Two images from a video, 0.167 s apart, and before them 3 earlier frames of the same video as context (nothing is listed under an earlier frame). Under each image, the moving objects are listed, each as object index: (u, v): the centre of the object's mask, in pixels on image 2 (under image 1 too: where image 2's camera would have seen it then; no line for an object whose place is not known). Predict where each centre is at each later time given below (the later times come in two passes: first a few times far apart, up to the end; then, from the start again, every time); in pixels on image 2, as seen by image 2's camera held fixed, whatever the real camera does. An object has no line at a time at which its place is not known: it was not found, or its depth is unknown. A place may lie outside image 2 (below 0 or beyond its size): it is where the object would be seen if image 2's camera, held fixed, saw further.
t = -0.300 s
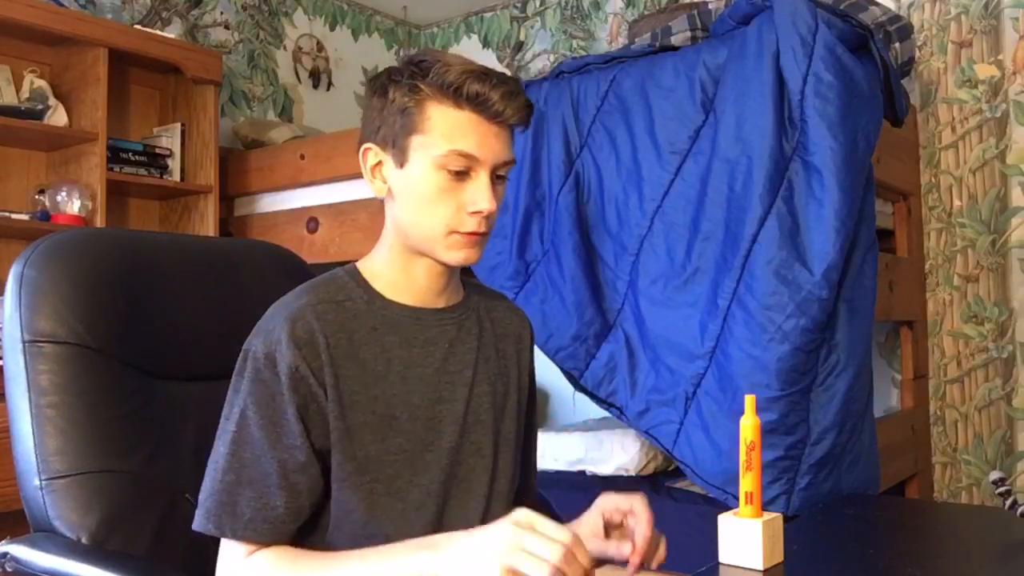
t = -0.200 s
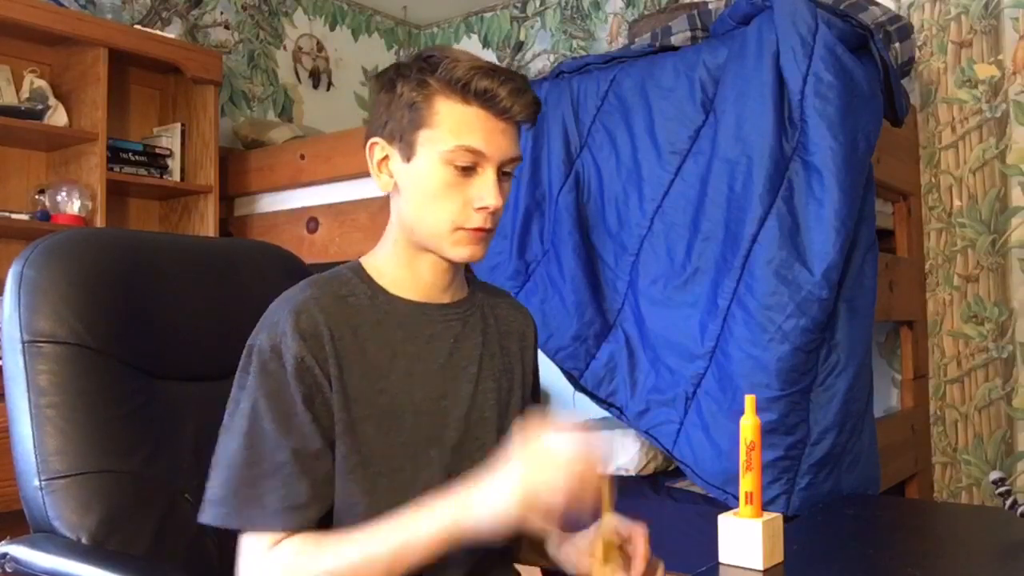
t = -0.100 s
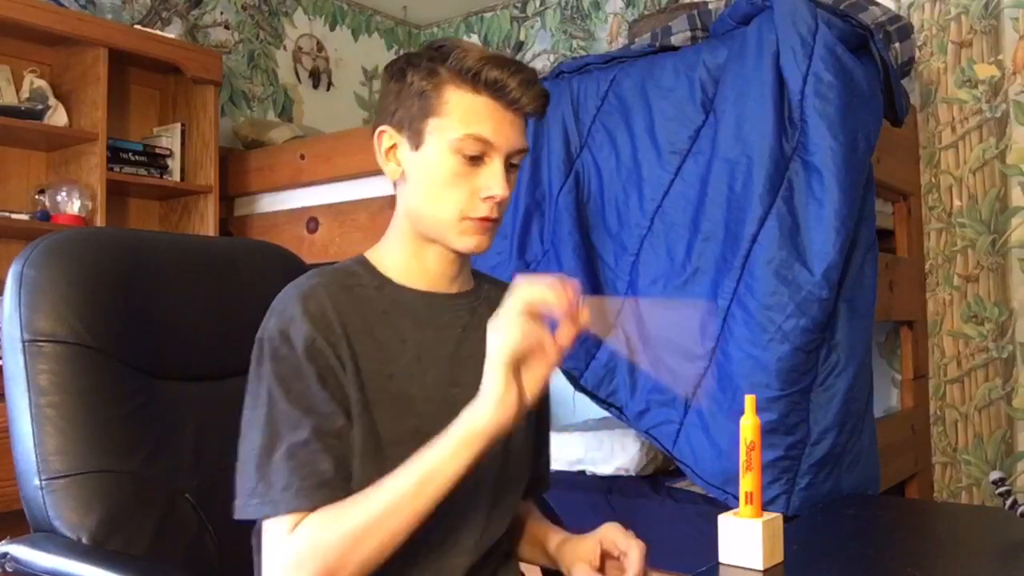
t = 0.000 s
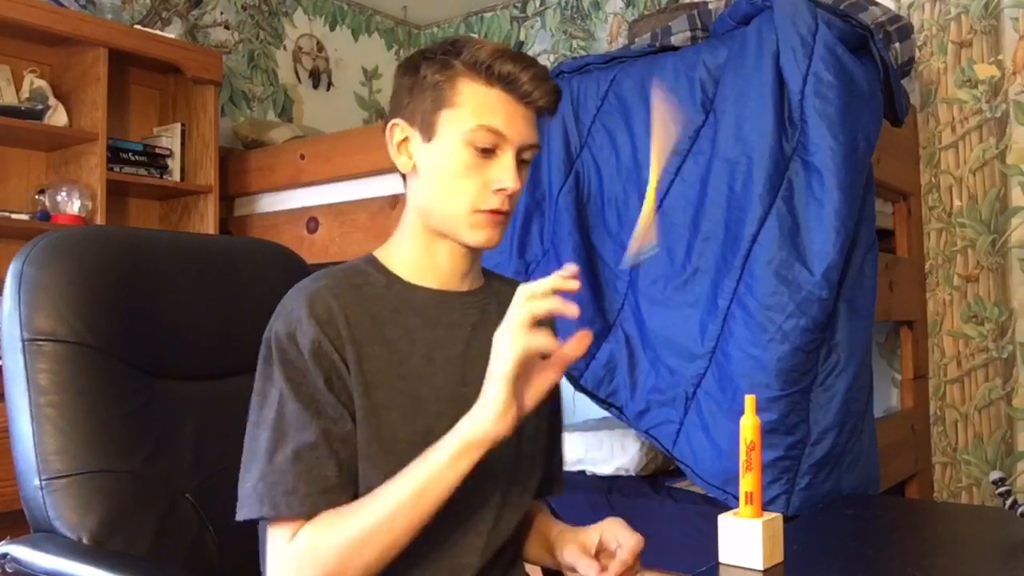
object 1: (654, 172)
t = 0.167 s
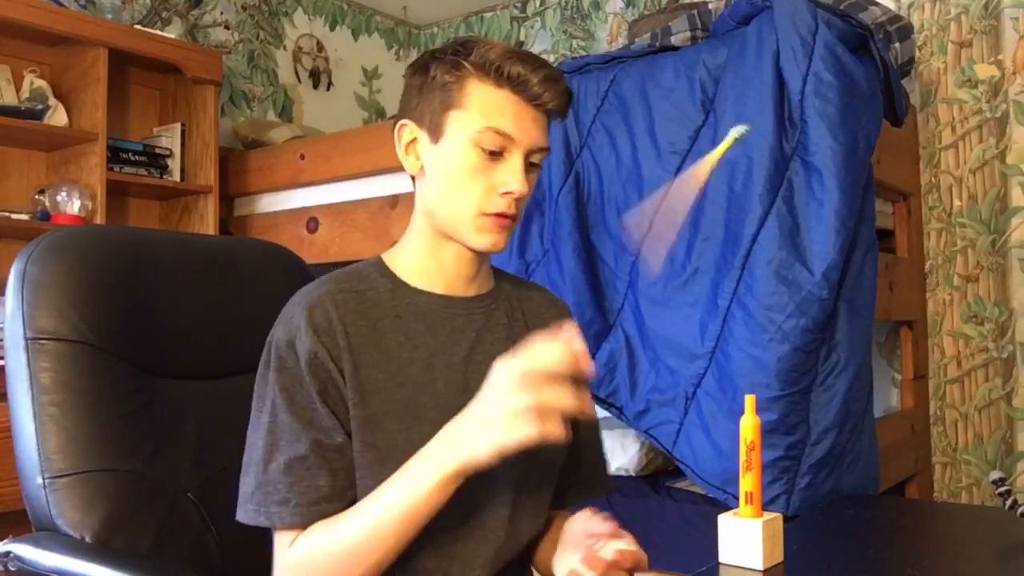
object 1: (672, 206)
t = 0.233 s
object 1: (710, 279)
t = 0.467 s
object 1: (716, 307)
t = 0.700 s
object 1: (716, 306)
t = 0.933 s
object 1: (716, 306)
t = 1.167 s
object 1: (716, 306)
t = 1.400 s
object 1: (716, 306)
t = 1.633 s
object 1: (716, 307)
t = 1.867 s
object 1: (717, 306)
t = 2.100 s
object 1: (716, 306)
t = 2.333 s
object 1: (716, 307)
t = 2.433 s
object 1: (717, 306)
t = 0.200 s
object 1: (693, 249)
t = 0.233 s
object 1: (710, 279)
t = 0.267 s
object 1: (712, 307)
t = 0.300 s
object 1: (712, 307)
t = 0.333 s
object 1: (713, 306)
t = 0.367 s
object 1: (715, 306)
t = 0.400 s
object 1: (716, 306)
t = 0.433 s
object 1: (716, 306)
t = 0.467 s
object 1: (716, 307)
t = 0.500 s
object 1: (716, 306)
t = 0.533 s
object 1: (716, 307)
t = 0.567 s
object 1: (716, 307)
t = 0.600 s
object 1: (716, 306)
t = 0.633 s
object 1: (716, 306)
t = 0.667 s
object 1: (716, 306)
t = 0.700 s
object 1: (716, 306)
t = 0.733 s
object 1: (716, 306)
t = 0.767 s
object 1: (716, 307)
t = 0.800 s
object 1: (716, 307)
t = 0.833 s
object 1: (716, 306)
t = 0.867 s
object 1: (716, 306)
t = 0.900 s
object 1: (716, 306)
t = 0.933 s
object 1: (716, 306)
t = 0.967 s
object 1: (716, 306)
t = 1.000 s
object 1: (716, 306)
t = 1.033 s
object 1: (716, 306)
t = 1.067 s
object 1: (716, 306)
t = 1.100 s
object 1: (716, 306)
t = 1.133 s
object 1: (716, 306)
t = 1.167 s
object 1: (716, 306)
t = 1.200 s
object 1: (716, 306)
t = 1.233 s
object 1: (716, 306)
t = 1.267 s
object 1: (716, 306)
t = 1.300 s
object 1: (716, 306)
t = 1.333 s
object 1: (716, 306)
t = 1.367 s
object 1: (716, 306)
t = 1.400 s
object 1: (716, 306)
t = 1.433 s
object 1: (716, 306)
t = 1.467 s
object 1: (716, 306)
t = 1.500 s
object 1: (717, 306)
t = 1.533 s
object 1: (717, 306)
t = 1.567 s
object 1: (717, 306)
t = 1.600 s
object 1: (716, 306)
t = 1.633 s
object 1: (716, 307)
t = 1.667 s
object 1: (717, 306)
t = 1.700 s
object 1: (716, 306)
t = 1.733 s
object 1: (717, 306)
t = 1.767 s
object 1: (717, 307)
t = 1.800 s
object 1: (716, 306)
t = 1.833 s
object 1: (716, 307)
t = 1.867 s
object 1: (717, 306)
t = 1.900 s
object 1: (717, 306)
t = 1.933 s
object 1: (716, 306)
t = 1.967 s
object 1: (717, 306)
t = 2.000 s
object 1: (716, 307)
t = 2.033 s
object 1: (717, 306)
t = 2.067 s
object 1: (717, 306)
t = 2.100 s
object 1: (716, 306)
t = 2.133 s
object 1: (717, 306)
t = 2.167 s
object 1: (717, 306)
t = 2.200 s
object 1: (716, 307)
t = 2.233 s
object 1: (716, 306)
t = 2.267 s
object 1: (717, 306)
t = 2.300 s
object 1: (717, 306)
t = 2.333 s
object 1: (716, 307)
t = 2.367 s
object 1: (716, 306)
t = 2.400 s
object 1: (716, 306)
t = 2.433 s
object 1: (717, 306)
